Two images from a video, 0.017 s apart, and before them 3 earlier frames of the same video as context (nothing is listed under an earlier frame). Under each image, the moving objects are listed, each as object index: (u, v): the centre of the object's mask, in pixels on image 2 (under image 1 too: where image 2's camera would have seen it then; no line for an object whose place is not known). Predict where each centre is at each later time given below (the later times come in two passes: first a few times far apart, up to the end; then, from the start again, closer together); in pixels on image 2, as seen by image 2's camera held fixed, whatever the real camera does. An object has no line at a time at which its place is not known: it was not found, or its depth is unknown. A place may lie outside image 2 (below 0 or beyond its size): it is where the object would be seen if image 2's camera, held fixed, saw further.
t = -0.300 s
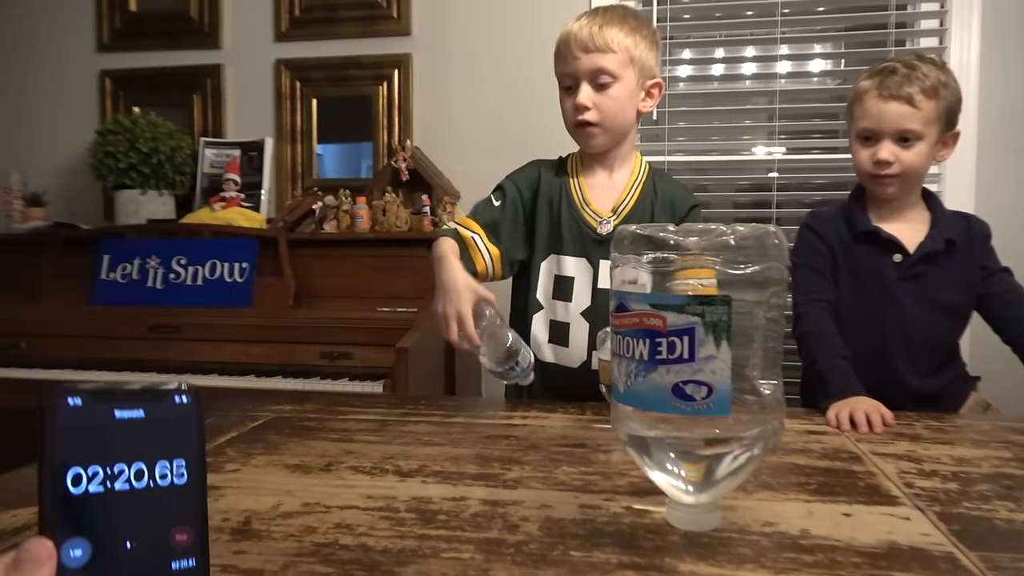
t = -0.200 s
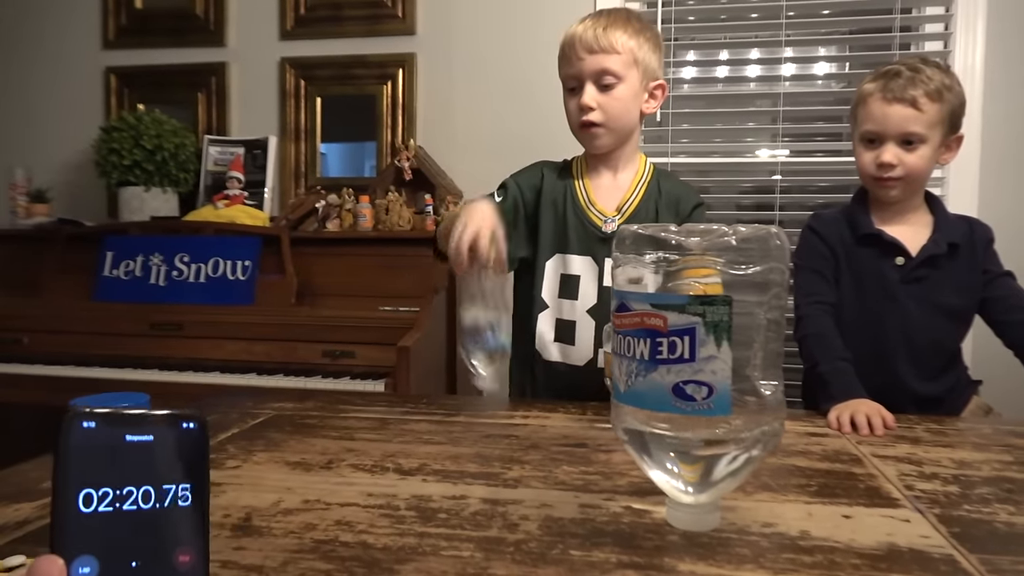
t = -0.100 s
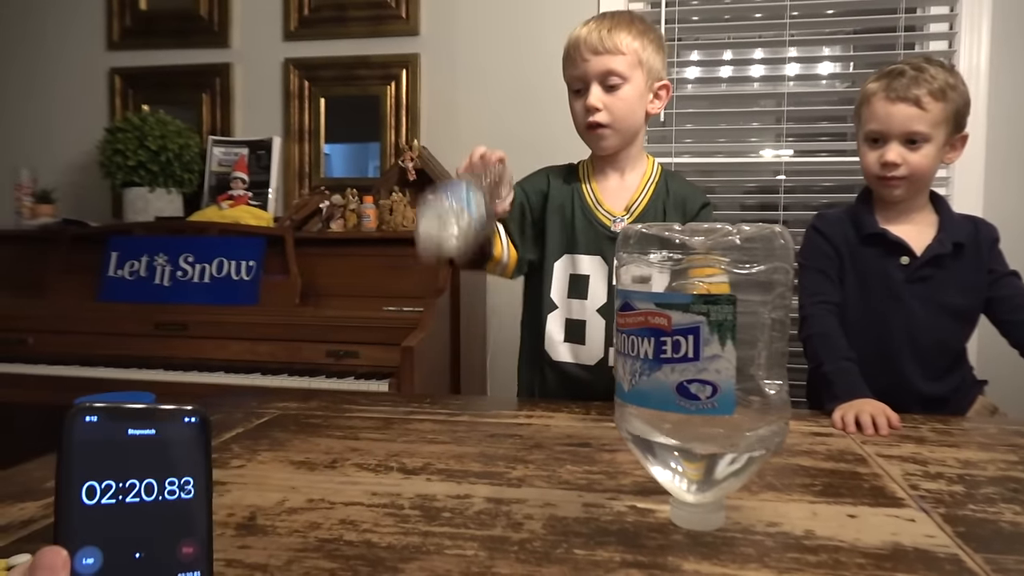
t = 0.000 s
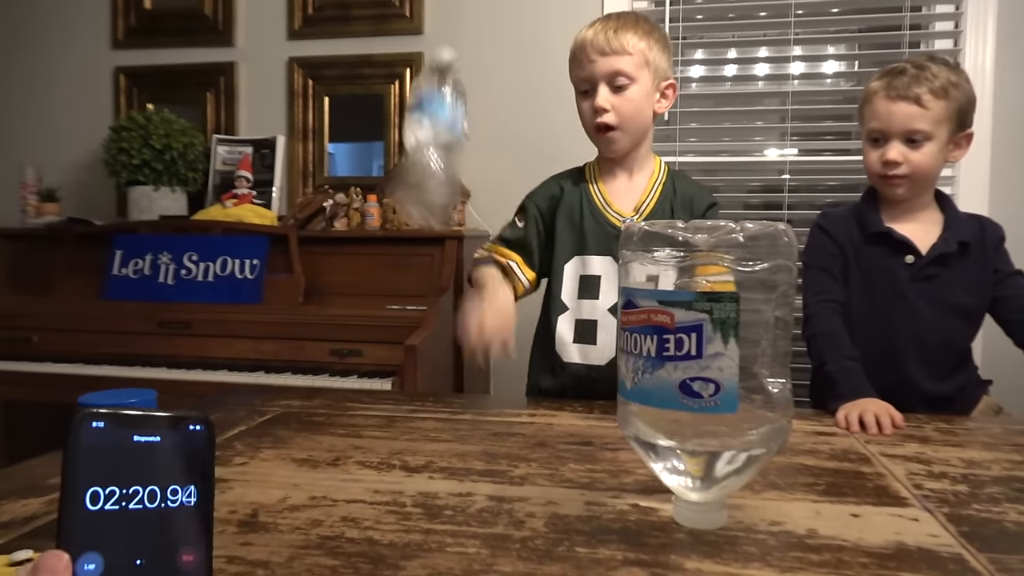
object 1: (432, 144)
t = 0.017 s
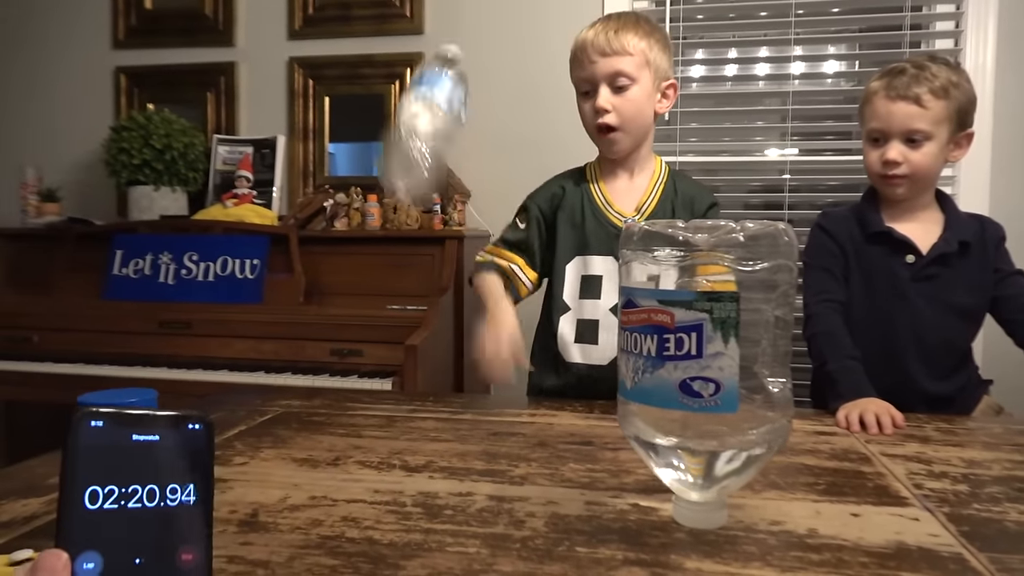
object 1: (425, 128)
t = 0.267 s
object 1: (399, 226)
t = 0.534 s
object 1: (308, 444)
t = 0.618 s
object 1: (298, 449)
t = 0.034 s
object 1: (416, 112)
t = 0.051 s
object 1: (409, 91)
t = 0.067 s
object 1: (408, 79)
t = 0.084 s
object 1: (407, 66)
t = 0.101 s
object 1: (407, 61)
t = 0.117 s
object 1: (406, 62)
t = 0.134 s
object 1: (404, 67)
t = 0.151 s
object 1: (404, 74)
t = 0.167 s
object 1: (404, 90)
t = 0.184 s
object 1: (404, 108)
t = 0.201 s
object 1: (404, 128)
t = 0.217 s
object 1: (402, 145)
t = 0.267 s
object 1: (399, 226)
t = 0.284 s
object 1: (397, 261)
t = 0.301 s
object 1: (395, 294)
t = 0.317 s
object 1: (393, 331)
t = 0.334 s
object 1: (391, 364)
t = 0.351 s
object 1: (387, 366)
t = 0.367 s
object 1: (382, 367)
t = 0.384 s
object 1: (377, 368)
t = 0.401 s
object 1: (371, 369)
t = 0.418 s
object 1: (365, 371)
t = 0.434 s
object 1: (358, 374)
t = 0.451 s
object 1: (350, 378)
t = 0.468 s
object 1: (342, 386)
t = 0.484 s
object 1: (333, 397)
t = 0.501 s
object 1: (325, 413)
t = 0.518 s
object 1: (320, 431)
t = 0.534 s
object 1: (308, 444)
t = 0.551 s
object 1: (305, 446)
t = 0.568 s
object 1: (301, 448)
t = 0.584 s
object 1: (299, 449)
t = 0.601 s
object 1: (298, 449)
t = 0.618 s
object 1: (298, 449)
